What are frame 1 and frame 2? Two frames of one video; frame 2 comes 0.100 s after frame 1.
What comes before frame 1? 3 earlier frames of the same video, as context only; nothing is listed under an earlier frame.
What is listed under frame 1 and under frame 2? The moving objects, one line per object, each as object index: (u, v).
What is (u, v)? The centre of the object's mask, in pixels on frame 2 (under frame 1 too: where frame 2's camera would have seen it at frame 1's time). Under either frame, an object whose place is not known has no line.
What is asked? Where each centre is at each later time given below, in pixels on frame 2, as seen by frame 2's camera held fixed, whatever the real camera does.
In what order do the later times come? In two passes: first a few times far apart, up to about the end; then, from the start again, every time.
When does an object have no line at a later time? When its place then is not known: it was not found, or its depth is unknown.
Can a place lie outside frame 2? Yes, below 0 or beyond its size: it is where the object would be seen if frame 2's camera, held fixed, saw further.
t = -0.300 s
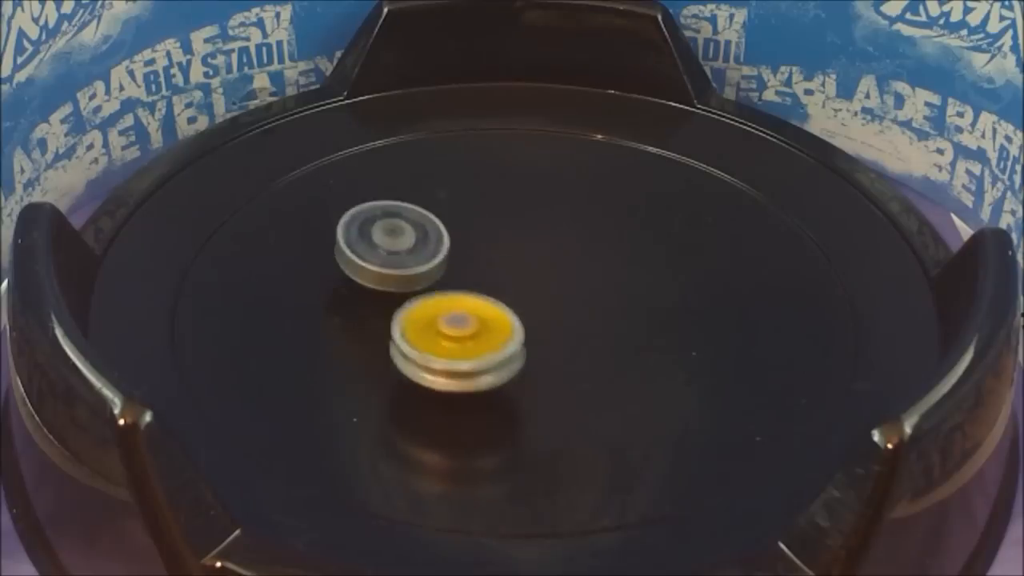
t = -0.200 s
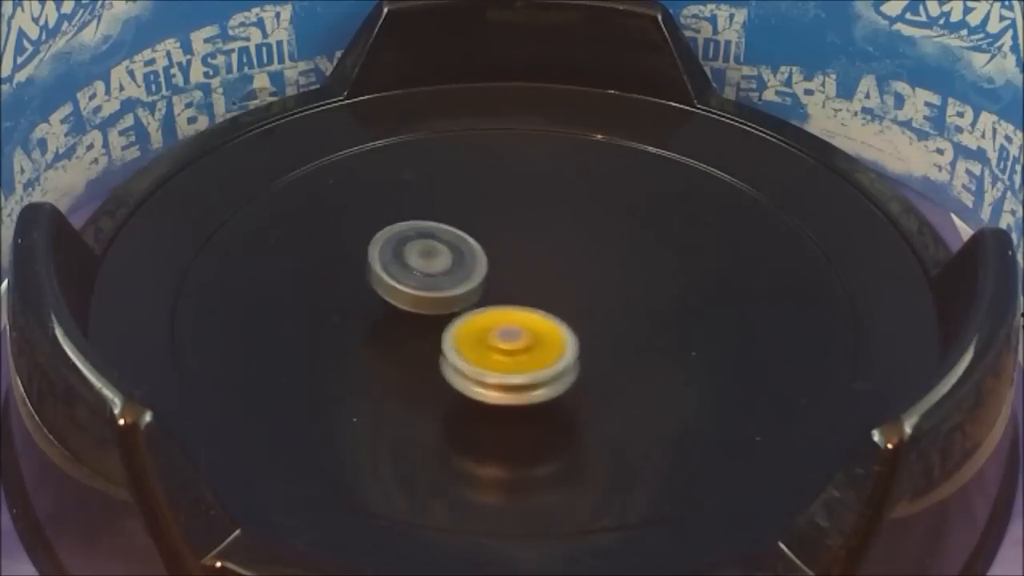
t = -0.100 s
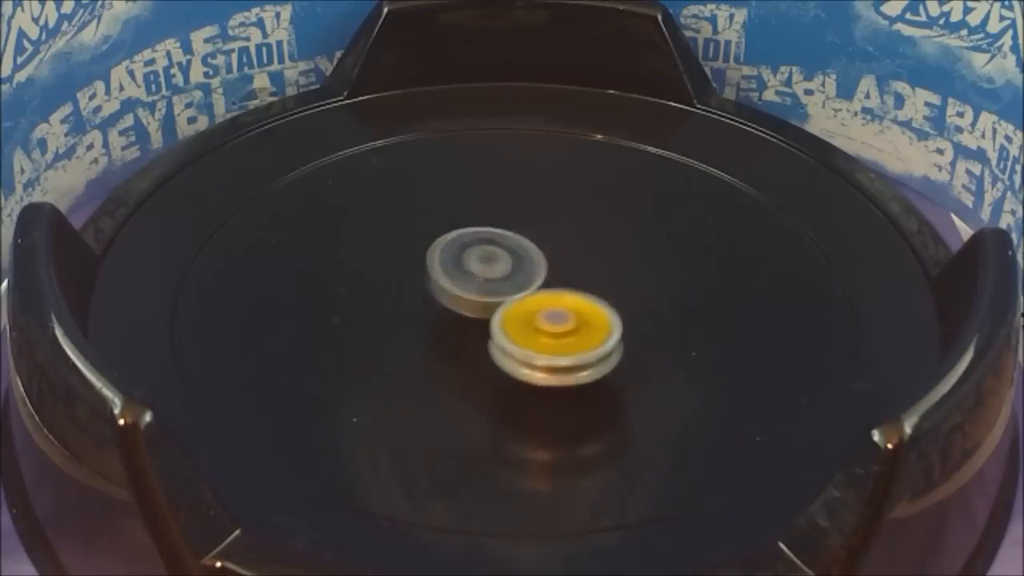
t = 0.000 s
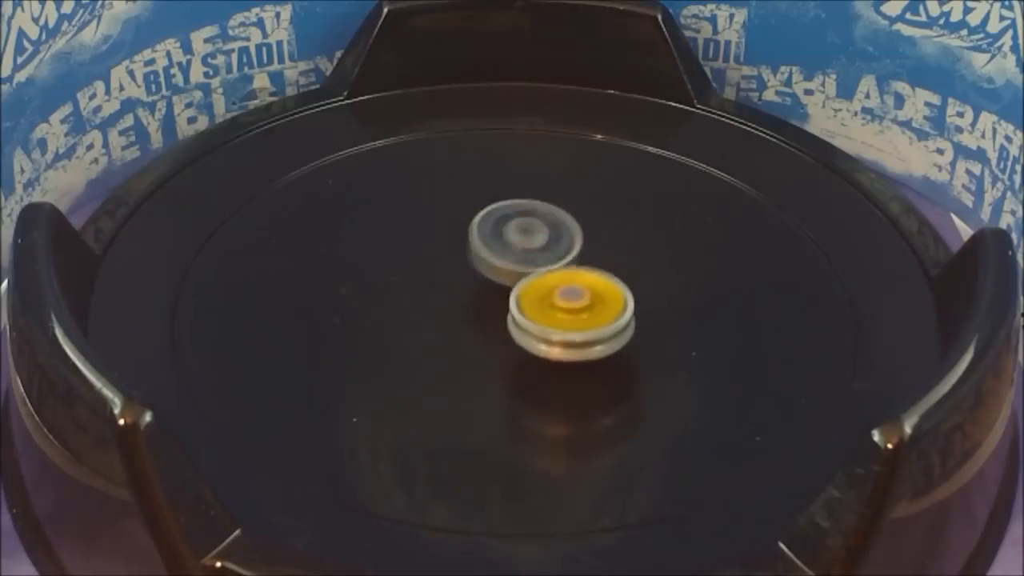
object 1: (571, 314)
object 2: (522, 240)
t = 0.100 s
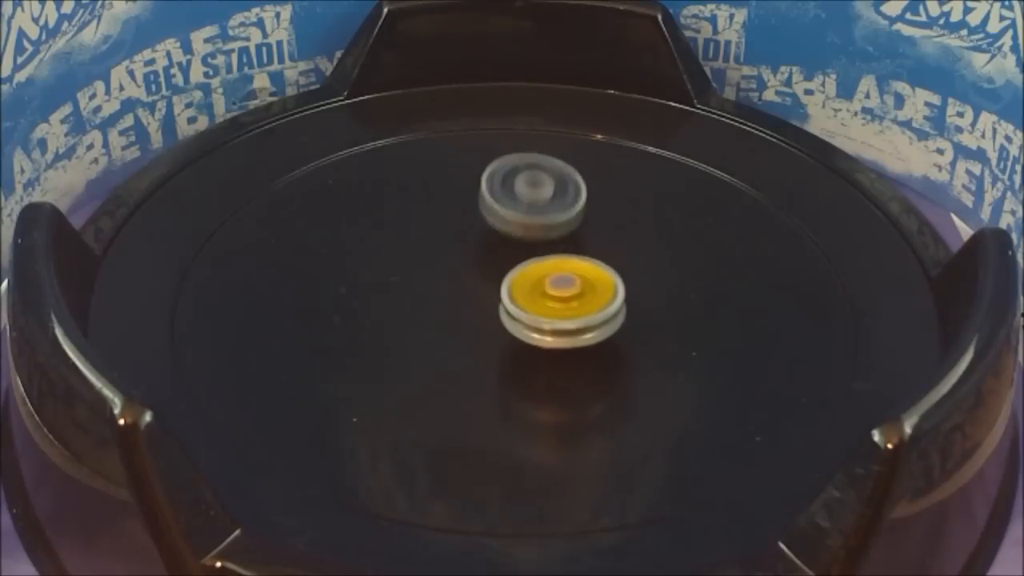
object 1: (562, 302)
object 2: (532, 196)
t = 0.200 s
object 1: (537, 298)
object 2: (509, 169)
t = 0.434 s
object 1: (503, 324)
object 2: (422, 204)
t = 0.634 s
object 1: (564, 335)
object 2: (473, 273)
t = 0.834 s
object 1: (631, 305)
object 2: (549, 245)
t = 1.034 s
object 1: (583, 283)
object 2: (511, 211)
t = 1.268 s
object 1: (572, 339)
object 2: (463, 247)
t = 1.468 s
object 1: (641, 347)
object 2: (535, 288)
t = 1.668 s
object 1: (652, 309)
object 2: (538, 248)
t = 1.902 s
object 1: (566, 336)
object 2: (492, 249)
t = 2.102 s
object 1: (573, 369)
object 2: (507, 293)
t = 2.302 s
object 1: (579, 361)
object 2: (572, 278)
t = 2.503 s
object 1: (514, 342)
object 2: (536, 263)
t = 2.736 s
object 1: (458, 381)
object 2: (533, 272)
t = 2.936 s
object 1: (499, 368)
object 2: (496, 281)
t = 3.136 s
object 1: (450, 350)
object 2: (535, 243)
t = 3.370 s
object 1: (426, 345)
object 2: (498, 261)
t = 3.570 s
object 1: (405, 323)
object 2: (520, 260)
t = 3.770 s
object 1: (400, 331)
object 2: (549, 265)
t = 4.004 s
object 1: (409, 302)
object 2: (533, 262)
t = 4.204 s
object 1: (397, 291)
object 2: (539, 257)
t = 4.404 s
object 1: (423, 275)
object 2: (554, 266)
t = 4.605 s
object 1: (435, 250)
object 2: (563, 280)
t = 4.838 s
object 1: (453, 248)
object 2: (561, 292)
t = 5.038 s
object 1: (475, 237)
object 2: (578, 310)
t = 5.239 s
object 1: (497, 242)
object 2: (563, 308)
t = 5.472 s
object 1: (495, 233)
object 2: (560, 326)
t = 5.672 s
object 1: (517, 240)
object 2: (561, 336)
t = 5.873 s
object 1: (517, 243)
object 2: (569, 337)
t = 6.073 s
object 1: (554, 253)
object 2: (549, 341)
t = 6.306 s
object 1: (552, 255)
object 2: (492, 331)
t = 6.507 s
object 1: (577, 280)
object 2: (445, 326)
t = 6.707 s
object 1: (603, 284)
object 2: (450, 332)
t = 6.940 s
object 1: (623, 286)
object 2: (420, 313)
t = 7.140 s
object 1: (622, 254)
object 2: (420, 305)
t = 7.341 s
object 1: (576, 273)
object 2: (443, 313)
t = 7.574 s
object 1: (599, 284)
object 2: (420, 312)
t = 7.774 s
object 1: (597, 299)
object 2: (456, 298)
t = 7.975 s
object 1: (646, 288)
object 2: (426, 286)
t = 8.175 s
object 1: (603, 285)
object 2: (475, 292)
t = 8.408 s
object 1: (662, 273)
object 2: (344, 276)
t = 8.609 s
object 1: (607, 285)
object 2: (443, 295)
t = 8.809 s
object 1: (604, 322)
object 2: (451, 294)
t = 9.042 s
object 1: (614, 339)
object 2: (457, 278)
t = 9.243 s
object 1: (577, 340)
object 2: (483, 271)
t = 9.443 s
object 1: (520, 348)
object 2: (497, 259)
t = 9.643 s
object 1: (488, 359)
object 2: (512, 256)
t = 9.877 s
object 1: (468, 343)
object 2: (524, 270)
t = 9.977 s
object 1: (448, 341)
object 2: (541, 262)
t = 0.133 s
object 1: (554, 299)
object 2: (527, 184)
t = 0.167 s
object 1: (546, 297)
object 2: (519, 175)
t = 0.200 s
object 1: (537, 298)
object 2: (509, 169)
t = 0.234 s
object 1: (528, 298)
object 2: (496, 165)
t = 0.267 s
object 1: (518, 300)
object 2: (482, 165)
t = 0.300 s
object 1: (508, 303)
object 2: (468, 167)
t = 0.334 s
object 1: (504, 309)
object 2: (453, 171)
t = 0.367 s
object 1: (501, 314)
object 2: (440, 179)
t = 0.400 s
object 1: (500, 319)
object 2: (428, 190)
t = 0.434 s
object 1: (503, 324)
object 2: (422, 204)
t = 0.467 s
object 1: (508, 328)
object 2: (421, 221)
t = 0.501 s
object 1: (515, 330)
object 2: (426, 239)
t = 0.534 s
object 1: (523, 331)
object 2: (437, 255)
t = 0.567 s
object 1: (533, 333)
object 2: (449, 266)
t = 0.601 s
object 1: (548, 336)
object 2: (459, 270)
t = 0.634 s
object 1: (564, 335)
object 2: (473, 273)
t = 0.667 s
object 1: (581, 334)
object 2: (488, 273)
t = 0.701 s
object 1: (599, 332)
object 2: (500, 269)
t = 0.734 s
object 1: (613, 328)
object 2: (514, 264)
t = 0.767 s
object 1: (623, 321)
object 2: (528, 259)
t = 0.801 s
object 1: (629, 313)
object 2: (540, 253)
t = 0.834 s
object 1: (631, 305)
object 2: (549, 245)
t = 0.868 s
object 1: (630, 300)
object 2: (553, 235)
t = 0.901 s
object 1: (626, 294)
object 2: (551, 226)
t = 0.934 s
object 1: (620, 290)
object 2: (546, 219)
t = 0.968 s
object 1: (610, 286)
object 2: (537, 213)
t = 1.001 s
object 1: (597, 283)
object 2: (525, 211)
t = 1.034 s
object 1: (583, 283)
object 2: (511, 211)
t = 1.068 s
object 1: (569, 285)
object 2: (497, 216)
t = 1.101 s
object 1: (556, 291)
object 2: (486, 222)
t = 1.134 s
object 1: (550, 303)
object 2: (473, 222)
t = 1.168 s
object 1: (550, 314)
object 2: (465, 222)
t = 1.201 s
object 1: (554, 324)
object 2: (463, 227)
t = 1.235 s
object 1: (562, 333)
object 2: (462, 236)
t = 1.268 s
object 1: (572, 339)
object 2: (463, 247)
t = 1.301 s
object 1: (583, 345)
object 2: (468, 259)
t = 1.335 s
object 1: (595, 348)
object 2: (477, 270)
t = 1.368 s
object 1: (606, 349)
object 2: (491, 280)
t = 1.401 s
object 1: (616, 348)
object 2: (509, 288)
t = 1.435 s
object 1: (625, 346)
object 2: (526, 292)
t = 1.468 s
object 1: (641, 347)
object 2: (535, 288)
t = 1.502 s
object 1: (655, 343)
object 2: (541, 279)
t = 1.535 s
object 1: (664, 337)
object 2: (549, 271)
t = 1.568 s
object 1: (669, 329)
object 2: (553, 263)
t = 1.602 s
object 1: (668, 322)
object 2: (553, 257)
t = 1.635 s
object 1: (663, 315)
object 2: (547, 251)
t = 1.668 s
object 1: (652, 309)
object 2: (538, 248)
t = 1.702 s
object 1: (638, 306)
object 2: (529, 246)
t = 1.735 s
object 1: (621, 305)
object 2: (522, 247)
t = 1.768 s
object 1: (603, 306)
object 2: (515, 248)
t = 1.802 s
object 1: (589, 312)
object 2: (508, 247)
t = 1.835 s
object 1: (579, 320)
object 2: (499, 244)
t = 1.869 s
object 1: (572, 328)
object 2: (494, 244)
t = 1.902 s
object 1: (566, 336)
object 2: (492, 249)
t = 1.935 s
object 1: (563, 344)
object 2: (488, 257)
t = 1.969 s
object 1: (562, 351)
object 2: (483, 266)
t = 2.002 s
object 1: (563, 357)
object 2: (482, 276)
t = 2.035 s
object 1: (565, 363)
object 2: (487, 283)
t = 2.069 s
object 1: (569, 366)
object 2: (496, 288)
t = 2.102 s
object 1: (573, 369)
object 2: (507, 293)
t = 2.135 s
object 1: (577, 370)
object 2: (520, 295)
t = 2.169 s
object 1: (581, 371)
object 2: (532, 295)
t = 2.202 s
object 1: (583, 370)
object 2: (544, 293)
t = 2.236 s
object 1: (584, 368)
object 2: (557, 289)
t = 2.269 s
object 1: (583, 364)
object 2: (568, 283)
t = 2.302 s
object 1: (579, 361)
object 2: (572, 278)
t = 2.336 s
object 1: (573, 357)
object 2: (570, 273)
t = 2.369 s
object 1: (564, 353)
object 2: (563, 268)
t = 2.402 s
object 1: (553, 349)
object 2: (554, 264)
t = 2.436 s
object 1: (541, 346)
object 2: (546, 262)
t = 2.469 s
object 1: (528, 344)
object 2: (540, 261)
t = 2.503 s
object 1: (514, 342)
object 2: (536, 263)
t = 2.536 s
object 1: (499, 344)
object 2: (535, 264)
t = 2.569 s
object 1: (482, 350)
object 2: (538, 261)
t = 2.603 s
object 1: (470, 357)
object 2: (542, 257)
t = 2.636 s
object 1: (461, 364)
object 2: (543, 258)
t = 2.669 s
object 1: (456, 370)
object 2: (542, 262)
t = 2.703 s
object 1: (455, 376)
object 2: (538, 267)
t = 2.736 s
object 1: (458, 381)
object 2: (533, 272)
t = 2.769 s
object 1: (464, 386)
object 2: (525, 277)
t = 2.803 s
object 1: (473, 387)
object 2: (517, 281)
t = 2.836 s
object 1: (483, 386)
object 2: (509, 283)
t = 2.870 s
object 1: (492, 382)
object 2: (502, 284)
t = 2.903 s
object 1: (497, 376)
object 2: (498, 284)
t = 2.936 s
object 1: (499, 368)
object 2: (496, 281)
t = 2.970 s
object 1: (496, 360)
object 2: (497, 277)
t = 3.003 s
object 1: (489, 352)
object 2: (502, 273)
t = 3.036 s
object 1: (478, 352)
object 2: (511, 264)
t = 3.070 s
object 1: (467, 351)
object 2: (520, 253)
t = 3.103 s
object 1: (458, 351)
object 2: (528, 246)
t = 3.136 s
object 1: (450, 350)
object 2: (535, 243)
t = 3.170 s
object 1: (443, 350)
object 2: (539, 245)
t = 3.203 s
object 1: (436, 350)
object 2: (540, 249)
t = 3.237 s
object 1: (431, 350)
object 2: (535, 253)
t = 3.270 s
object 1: (428, 349)
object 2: (527, 257)
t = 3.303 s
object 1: (426, 348)
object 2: (517, 258)
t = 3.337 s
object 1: (425, 347)
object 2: (506, 259)
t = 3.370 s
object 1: (426, 345)
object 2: (498, 261)
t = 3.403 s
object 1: (426, 341)
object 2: (492, 263)
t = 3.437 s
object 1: (426, 337)
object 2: (491, 263)
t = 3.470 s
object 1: (425, 333)
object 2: (492, 264)
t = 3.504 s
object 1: (423, 327)
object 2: (496, 264)
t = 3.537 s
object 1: (417, 323)
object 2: (504, 264)
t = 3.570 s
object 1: (405, 323)
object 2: (520, 260)
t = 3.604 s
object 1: (396, 324)
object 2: (534, 256)
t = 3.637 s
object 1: (391, 325)
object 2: (545, 255)
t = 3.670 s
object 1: (388, 328)
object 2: (552, 256)
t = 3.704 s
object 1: (389, 330)
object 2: (554, 258)
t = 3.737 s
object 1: (393, 331)
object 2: (553, 262)
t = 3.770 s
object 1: (400, 331)
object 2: (549, 265)
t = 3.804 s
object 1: (407, 329)
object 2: (543, 268)
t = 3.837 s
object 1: (415, 325)
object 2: (537, 270)
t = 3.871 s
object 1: (421, 320)
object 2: (530, 271)
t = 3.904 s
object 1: (424, 314)
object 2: (527, 271)
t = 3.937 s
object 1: (418, 309)
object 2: (529, 268)
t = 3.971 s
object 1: (413, 306)
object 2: (531, 265)
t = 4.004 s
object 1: (409, 302)
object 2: (533, 262)
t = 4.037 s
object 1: (404, 299)
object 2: (534, 260)
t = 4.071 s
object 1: (400, 297)
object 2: (535, 258)
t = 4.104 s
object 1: (397, 295)
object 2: (535, 257)
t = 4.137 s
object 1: (396, 293)
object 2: (537, 256)
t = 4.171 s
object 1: (395, 292)
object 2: (538, 256)
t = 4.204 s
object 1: (397, 291)
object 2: (539, 257)
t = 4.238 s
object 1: (400, 290)
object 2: (540, 258)
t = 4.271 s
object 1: (404, 288)
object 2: (542, 259)
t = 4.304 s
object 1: (409, 286)
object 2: (545, 260)
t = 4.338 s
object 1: (413, 283)
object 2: (548, 262)
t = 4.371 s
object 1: (418, 279)
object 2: (551, 264)
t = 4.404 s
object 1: (423, 275)
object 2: (554, 266)
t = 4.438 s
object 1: (426, 271)
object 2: (557, 268)
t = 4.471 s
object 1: (430, 266)
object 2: (559, 271)
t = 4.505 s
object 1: (432, 262)
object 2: (561, 273)
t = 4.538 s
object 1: (435, 258)
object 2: (562, 276)
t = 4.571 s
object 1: (435, 253)
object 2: (563, 278)
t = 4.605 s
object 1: (435, 250)
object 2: (563, 280)
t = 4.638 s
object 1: (434, 247)
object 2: (563, 282)
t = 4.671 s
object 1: (434, 246)
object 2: (563, 284)
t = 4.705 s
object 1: (435, 245)
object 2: (562, 286)
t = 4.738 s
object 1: (438, 245)
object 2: (562, 287)
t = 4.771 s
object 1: (442, 246)
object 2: (561, 289)
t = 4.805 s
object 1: (447, 247)
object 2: (561, 290)
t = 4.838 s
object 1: (453, 248)
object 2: (561, 292)
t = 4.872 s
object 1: (460, 248)
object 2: (561, 293)
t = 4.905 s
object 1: (466, 247)
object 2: (563, 296)
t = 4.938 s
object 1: (471, 244)
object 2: (571, 302)
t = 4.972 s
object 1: (472, 241)
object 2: (575, 305)
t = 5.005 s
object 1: (474, 239)
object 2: (578, 308)
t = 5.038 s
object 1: (475, 237)
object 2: (578, 310)
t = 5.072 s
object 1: (477, 237)
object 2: (577, 312)
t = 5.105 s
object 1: (479, 238)
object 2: (575, 312)
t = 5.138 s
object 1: (483, 239)
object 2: (572, 312)
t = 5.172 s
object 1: (487, 241)
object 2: (569, 310)
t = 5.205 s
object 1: (492, 241)
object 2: (566, 310)
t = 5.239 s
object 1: (497, 242)
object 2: (563, 308)
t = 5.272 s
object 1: (503, 240)
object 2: (564, 312)
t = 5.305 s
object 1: (505, 236)
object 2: (567, 318)
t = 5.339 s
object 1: (504, 233)
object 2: (568, 324)
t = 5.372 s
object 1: (502, 230)
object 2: (567, 327)
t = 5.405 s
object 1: (499, 229)
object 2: (565, 328)
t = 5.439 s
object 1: (496, 230)
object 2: (563, 328)
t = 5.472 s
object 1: (495, 233)
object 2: (560, 326)
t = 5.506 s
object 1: (496, 238)
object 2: (557, 324)
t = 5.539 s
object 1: (499, 242)
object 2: (555, 322)
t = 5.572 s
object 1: (503, 245)
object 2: (553, 319)
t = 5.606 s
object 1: (509, 245)
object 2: (554, 323)
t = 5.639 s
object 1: (515, 243)
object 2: (557, 330)
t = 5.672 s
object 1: (517, 240)
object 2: (561, 336)
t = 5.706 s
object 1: (517, 237)
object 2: (564, 339)
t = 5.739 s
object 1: (517, 236)
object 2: (567, 340)
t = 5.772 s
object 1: (516, 236)
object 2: (569, 341)
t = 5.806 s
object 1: (515, 237)
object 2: (570, 340)
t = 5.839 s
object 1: (515, 240)
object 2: (570, 339)
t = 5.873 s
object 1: (517, 243)
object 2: (569, 337)
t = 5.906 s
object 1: (521, 247)
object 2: (567, 335)
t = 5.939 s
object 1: (525, 251)
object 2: (565, 333)
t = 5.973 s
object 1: (531, 253)
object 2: (563, 331)
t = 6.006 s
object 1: (539, 254)
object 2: (560, 331)
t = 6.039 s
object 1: (547, 254)
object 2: (557, 336)
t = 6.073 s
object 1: (554, 253)
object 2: (549, 341)
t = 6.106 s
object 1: (557, 251)
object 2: (538, 341)
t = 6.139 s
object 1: (558, 249)
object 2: (525, 339)
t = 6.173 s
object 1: (558, 247)
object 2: (512, 335)
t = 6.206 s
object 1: (557, 247)
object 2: (504, 333)
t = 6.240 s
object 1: (554, 248)
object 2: (499, 331)
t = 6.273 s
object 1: (552, 251)
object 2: (496, 331)
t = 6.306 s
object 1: (552, 255)
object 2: (492, 331)
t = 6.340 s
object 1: (554, 259)
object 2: (484, 330)
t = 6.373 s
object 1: (557, 264)
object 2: (474, 327)
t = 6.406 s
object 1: (560, 269)
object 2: (463, 325)
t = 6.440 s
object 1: (565, 274)
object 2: (454, 324)
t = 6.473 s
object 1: (571, 277)
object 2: (449, 324)
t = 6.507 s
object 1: (577, 280)
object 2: (445, 326)
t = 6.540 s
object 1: (584, 282)
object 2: (442, 329)
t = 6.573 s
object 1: (590, 283)
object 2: (440, 332)
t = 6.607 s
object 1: (595, 284)
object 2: (441, 335)
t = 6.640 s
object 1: (599, 284)
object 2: (443, 335)
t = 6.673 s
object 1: (602, 284)
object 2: (446, 335)
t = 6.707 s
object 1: (603, 284)
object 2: (450, 332)
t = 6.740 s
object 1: (602, 285)
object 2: (455, 330)
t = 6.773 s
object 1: (600, 286)
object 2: (460, 326)
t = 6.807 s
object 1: (596, 287)
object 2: (464, 323)
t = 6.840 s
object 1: (592, 289)
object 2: (469, 319)
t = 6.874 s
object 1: (592, 292)
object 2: (468, 316)
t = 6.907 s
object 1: (611, 290)
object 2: (441, 314)
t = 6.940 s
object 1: (623, 286)
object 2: (420, 313)
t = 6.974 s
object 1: (632, 280)
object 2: (407, 311)
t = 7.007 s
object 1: (638, 274)
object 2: (401, 309)
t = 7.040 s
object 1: (640, 267)
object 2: (400, 307)
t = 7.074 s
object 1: (638, 261)
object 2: (404, 306)
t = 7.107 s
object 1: (631, 257)
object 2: (411, 305)
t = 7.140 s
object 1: (622, 254)
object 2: (420, 305)
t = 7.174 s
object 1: (611, 253)
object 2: (429, 305)
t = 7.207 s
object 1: (599, 255)
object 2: (438, 306)
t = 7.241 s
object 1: (587, 258)
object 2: (447, 306)
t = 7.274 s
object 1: (576, 263)
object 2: (456, 307)
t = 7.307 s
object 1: (569, 269)
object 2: (462, 308)
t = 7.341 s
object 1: (576, 273)
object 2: (443, 313)
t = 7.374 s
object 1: (581, 276)
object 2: (426, 318)
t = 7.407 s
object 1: (586, 278)
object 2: (416, 320)
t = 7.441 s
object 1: (590, 279)
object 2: (411, 321)
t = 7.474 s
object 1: (593, 280)
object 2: (408, 319)
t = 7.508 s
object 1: (596, 281)
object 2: (410, 317)
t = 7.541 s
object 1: (598, 282)
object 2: (414, 314)
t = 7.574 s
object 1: (599, 284)
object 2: (420, 312)
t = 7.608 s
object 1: (598, 285)
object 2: (428, 309)
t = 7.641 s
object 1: (597, 287)
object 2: (436, 307)
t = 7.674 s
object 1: (595, 289)
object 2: (445, 304)
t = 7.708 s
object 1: (592, 292)
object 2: (454, 302)
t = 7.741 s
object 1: (589, 295)
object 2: (462, 301)
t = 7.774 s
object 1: (597, 299)
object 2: (456, 298)
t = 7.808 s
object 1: (611, 301)
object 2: (439, 295)
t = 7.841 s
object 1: (622, 299)
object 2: (428, 292)
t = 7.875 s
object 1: (632, 298)
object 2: (421, 290)
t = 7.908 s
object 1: (640, 295)
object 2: (419, 288)
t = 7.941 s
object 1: (644, 291)
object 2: (421, 287)
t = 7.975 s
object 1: (646, 288)
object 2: (426, 286)
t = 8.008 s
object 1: (644, 284)
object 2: (433, 286)
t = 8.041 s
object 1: (640, 282)
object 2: (441, 286)
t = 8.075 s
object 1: (632, 281)
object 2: (450, 287)
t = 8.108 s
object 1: (623, 281)
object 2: (459, 289)
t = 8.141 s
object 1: (613, 282)
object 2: (467, 290)
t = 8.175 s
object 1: (603, 285)
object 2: (475, 292)
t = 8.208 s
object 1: (615, 288)
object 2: (452, 291)
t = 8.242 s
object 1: (635, 289)
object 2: (409, 288)
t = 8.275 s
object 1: (647, 288)
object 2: (377, 283)
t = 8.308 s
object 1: (656, 285)
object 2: (354, 280)
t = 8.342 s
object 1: (661, 281)
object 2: (341, 277)
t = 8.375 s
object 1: (663, 277)
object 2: (338, 276)
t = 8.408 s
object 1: (662, 273)
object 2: (344, 276)
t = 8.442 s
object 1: (656, 271)
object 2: (356, 279)
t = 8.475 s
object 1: (648, 270)
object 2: (370, 282)
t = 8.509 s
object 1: (638, 271)
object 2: (388, 285)
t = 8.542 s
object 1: (627, 275)
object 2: (406, 289)
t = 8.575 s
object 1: (617, 279)
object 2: (426, 292)
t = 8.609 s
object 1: (607, 285)
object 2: (443, 295)
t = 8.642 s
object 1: (598, 291)
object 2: (459, 297)
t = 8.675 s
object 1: (593, 298)
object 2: (467, 299)
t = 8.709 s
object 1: (595, 305)
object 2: (462, 298)
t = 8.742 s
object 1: (598, 311)
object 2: (457, 297)
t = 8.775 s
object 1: (601, 317)
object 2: (454, 296)
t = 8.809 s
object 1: (604, 322)
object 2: (451, 294)
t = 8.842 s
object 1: (608, 326)
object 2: (450, 292)
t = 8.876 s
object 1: (610, 330)
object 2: (449, 290)
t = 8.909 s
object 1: (613, 333)
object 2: (449, 287)
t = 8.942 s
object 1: (614, 336)
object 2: (450, 285)
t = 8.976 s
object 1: (615, 338)
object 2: (452, 283)
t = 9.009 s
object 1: (616, 339)
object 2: (454, 281)
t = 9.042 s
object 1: (614, 339)
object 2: (457, 278)
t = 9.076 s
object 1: (611, 340)
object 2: (461, 277)
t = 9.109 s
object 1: (607, 340)
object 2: (465, 275)
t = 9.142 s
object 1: (601, 340)
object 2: (470, 273)
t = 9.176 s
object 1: (594, 340)
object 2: (474, 272)
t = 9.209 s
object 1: (586, 340)
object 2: (479, 272)
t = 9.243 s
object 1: (577, 340)
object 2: (483, 271)
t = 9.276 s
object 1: (567, 340)
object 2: (485, 270)
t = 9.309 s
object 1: (557, 340)
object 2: (487, 268)
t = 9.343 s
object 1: (547, 340)
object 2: (490, 267)
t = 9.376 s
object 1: (537, 341)
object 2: (493, 265)
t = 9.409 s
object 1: (528, 345)
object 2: (495, 261)
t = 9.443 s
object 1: (520, 348)
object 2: (497, 259)
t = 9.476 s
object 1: (513, 350)
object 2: (499, 257)
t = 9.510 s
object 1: (506, 353)
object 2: (502, 254)
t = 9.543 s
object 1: (501, 355)
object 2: (504, 254)
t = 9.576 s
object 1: (495, 357)
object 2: (507, 254)
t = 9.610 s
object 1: (491, 358)
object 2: (509, 255)
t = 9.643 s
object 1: (488, 359)
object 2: (512, 256)
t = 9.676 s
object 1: (486, 359)
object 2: (514, 259)
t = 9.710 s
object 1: (484, 357)
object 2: (515, 262)
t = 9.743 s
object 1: (481, 356)
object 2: (517, 265)
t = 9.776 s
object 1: (479, 353)
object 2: (518, 267)
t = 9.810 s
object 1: (476, 350)
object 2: (519, 268)
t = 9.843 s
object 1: (473, 346)
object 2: (521, 270)
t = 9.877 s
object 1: (468, 343)
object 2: (524, 270)
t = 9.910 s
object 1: (460, 342)
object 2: (530, 267)
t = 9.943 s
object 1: (454, 341)
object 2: (536, 264)
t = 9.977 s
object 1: (448, 341)
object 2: (541, 262)
